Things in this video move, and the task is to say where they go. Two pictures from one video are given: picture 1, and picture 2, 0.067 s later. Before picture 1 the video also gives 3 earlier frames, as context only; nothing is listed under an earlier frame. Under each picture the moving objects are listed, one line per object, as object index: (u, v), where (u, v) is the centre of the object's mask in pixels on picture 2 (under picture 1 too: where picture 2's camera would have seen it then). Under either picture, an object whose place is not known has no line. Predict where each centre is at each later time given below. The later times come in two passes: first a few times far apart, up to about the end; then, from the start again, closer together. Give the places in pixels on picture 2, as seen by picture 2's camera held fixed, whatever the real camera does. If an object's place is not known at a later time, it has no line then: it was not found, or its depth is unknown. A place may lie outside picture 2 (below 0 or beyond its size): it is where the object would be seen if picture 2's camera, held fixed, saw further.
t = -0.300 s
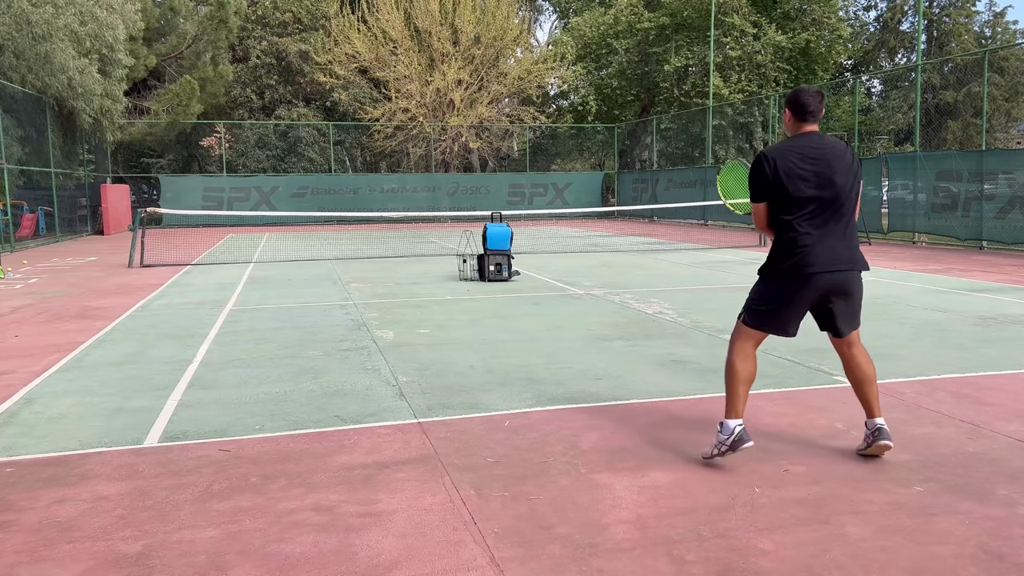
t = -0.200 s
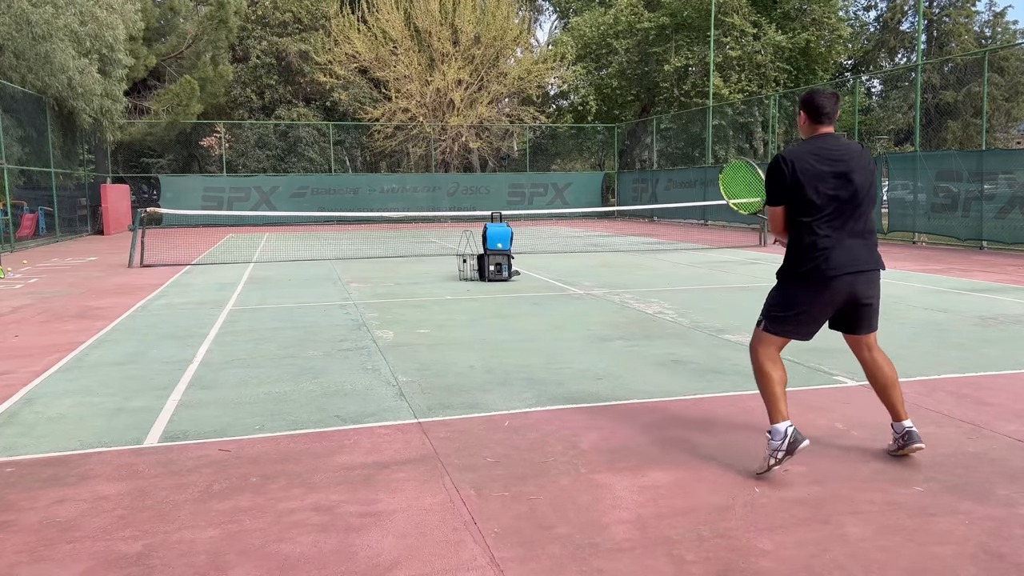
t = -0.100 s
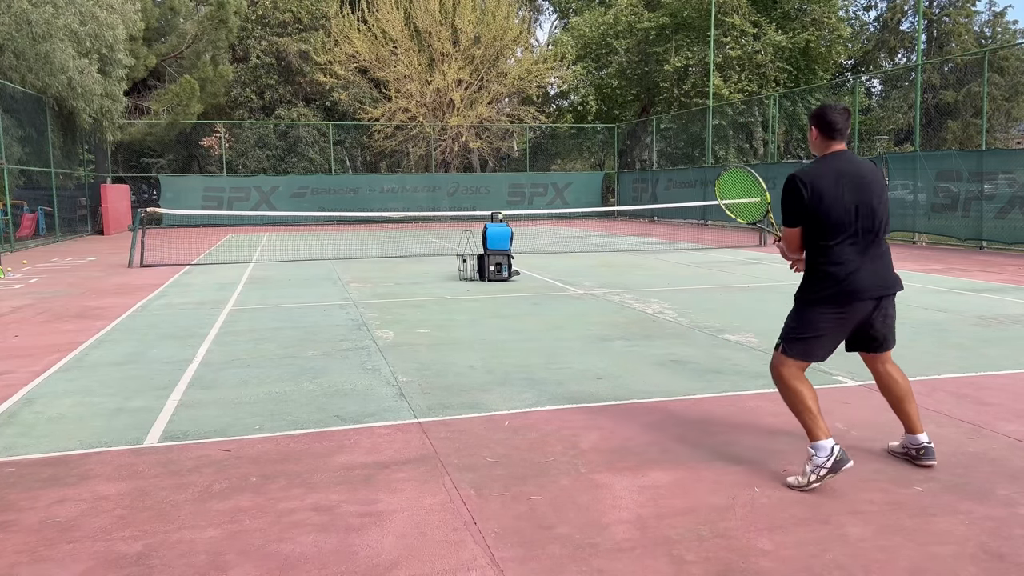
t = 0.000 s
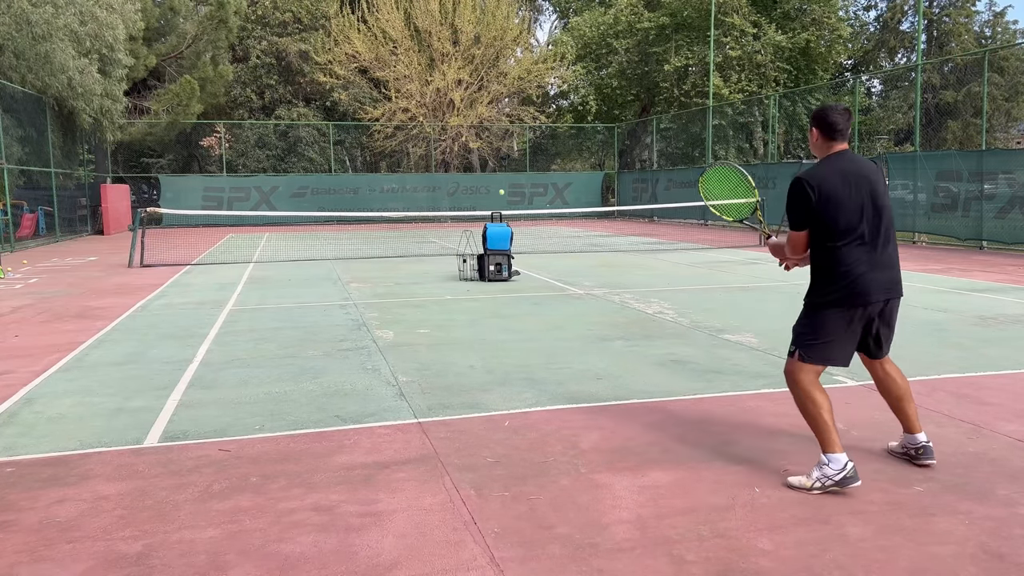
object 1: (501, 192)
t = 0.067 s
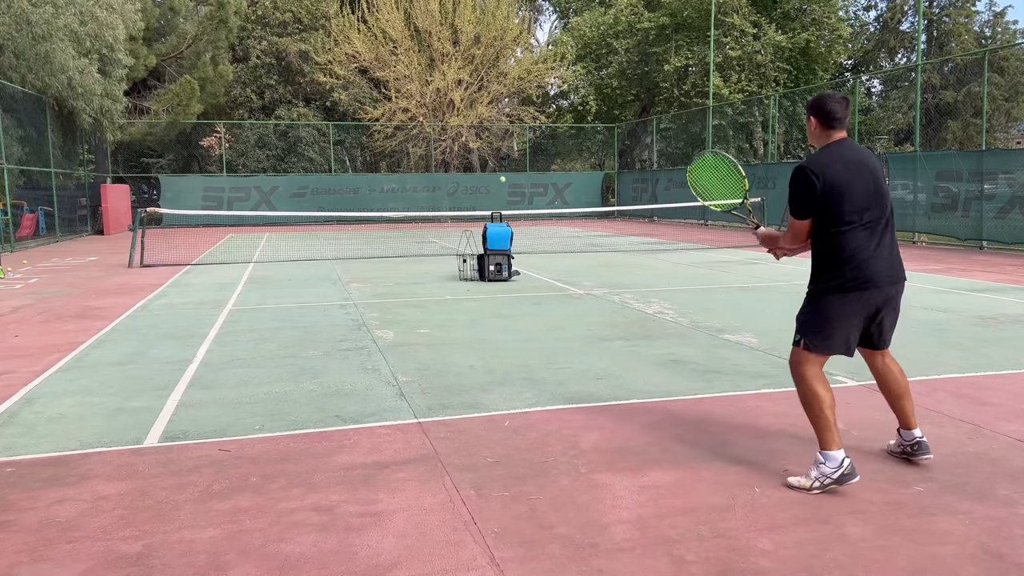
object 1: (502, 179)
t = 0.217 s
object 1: (505, 162)
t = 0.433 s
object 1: (511, 174)
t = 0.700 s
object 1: (524, 278)
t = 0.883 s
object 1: (533, 349)
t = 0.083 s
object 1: (502, 176)
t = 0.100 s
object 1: (503, 174)
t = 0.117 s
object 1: (503, 171)
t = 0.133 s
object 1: (504, 169)
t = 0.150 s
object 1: (504, 167)
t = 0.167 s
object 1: (504, 166)
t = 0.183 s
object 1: (504, 164)
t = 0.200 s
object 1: (505, 163)
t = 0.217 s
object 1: (505, 162)
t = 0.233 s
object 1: (505, 161)
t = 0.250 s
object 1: (506, 161)
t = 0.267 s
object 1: (506, 161)
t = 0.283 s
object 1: (506, 161)
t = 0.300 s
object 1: (507, 161)
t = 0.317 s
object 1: (508, 162)
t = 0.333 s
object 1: (508, 162)
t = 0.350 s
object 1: (508, 164)
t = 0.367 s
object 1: (509, 165)
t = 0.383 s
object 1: (509, 167)
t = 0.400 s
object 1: (510, 169)
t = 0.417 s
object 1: (511, 171)
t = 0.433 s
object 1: (511, 174)
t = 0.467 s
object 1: (513, 181)
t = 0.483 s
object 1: (513, 185)
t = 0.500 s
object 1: (514, 189)
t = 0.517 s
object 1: (514, 194)
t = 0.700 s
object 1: (524, 278)
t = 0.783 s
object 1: (528, 338)
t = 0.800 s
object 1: (529, 352)
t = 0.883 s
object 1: (533, 349)
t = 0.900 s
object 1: (534, 342)
